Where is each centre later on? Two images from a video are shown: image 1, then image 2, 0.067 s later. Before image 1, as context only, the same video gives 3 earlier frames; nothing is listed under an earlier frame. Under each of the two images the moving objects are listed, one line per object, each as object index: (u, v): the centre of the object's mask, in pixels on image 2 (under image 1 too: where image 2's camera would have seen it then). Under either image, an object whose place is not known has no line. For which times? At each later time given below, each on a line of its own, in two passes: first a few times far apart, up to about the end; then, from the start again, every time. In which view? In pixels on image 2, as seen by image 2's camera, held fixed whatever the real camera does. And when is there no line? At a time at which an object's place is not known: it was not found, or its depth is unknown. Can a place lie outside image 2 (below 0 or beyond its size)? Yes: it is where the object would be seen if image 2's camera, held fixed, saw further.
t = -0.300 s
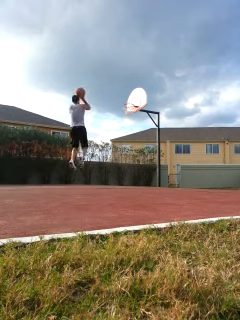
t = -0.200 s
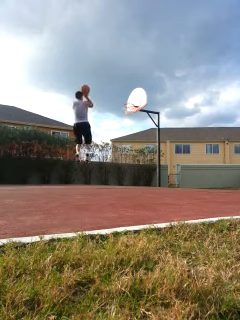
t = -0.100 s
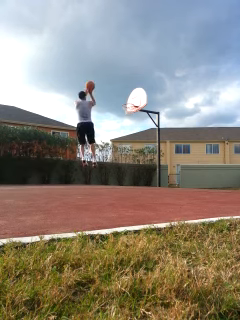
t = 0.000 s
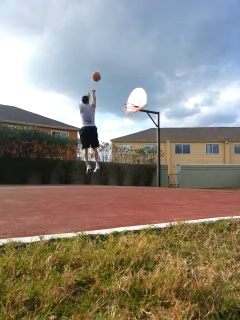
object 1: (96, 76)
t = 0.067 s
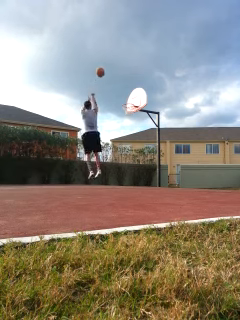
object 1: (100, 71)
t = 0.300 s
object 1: (111, 69)
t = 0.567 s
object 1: (122, 85)
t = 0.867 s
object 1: (127, 90)
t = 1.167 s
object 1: (130, 84)
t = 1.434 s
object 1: (131, 98)
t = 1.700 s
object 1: (134, 133)
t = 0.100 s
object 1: (102, 70)
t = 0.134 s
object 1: (103, 69)
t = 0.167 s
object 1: (105, 68)
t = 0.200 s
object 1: (107, 68)
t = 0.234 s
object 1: (108, 68)
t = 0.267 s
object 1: (110, 68)
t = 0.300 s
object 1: (111, 69)
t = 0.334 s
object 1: (113, 70)
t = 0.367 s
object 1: (114, 71)
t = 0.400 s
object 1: (115, 73)
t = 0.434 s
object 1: (117, 75)
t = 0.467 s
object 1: (118, 77)
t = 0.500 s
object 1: (120, 79)
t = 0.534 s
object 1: (121, 82)
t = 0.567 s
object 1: (122, 85)
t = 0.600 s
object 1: (123, 88)
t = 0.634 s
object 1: (123, 92)
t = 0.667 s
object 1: (124, 95)
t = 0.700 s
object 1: (125, 98)
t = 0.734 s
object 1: (126, 99)
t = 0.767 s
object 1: (126, 97)
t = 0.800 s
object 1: (126, 94)
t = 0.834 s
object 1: (127, 92)
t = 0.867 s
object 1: (127, 90)
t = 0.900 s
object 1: (128, 88)
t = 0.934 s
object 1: (128, 87)
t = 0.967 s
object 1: (128, 85)
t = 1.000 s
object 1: (128, 85)
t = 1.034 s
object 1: (128, 85)
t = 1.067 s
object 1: (129, 85)
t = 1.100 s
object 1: (129, 85)
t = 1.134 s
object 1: (129, 84)
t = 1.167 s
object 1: (130, 84)
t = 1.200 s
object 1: (130, 85)
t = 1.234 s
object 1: (130, 86)
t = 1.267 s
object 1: (130, 87)
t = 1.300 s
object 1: (130, 88)
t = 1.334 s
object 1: (130, 91)
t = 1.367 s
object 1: (131, 93)
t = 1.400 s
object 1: (131, 95)
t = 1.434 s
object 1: (131, 98)
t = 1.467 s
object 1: (131, 102)
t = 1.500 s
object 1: (132, 105)
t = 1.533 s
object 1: (132, 109)
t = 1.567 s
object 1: (132, 113)
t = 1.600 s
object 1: (133, 118)
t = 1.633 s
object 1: (133, 123)
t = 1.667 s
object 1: (133, 128)
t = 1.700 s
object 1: (134, 133)
